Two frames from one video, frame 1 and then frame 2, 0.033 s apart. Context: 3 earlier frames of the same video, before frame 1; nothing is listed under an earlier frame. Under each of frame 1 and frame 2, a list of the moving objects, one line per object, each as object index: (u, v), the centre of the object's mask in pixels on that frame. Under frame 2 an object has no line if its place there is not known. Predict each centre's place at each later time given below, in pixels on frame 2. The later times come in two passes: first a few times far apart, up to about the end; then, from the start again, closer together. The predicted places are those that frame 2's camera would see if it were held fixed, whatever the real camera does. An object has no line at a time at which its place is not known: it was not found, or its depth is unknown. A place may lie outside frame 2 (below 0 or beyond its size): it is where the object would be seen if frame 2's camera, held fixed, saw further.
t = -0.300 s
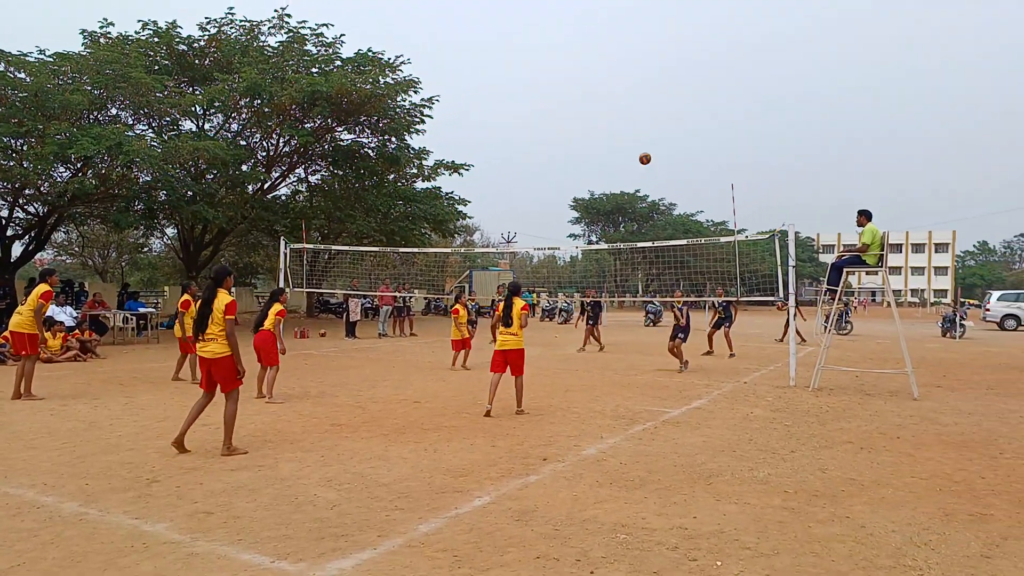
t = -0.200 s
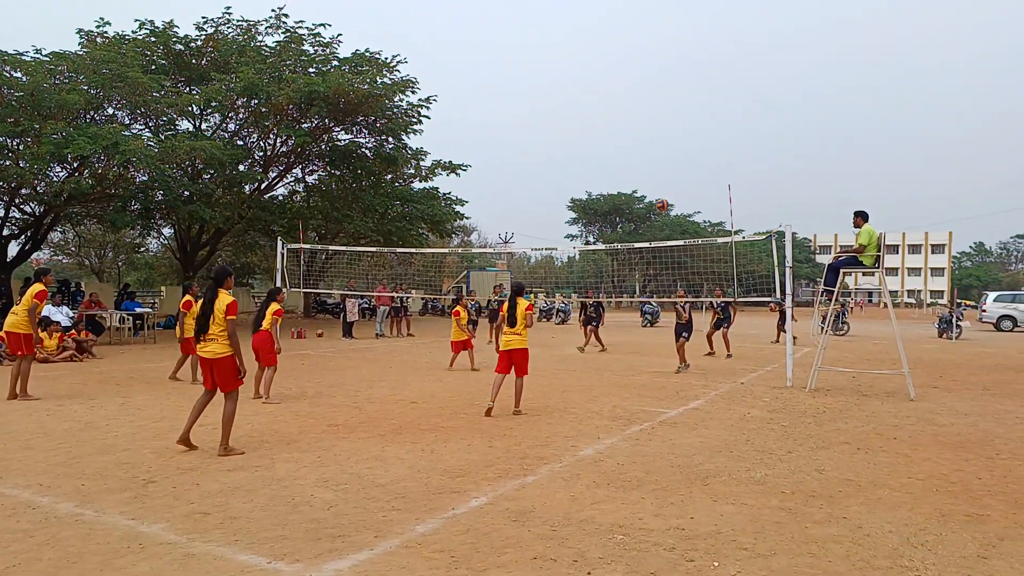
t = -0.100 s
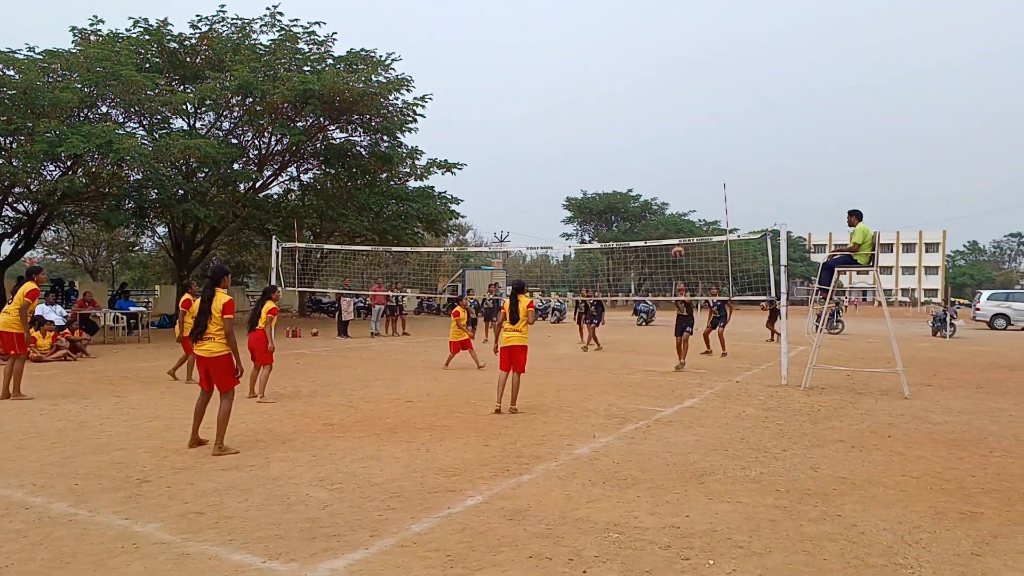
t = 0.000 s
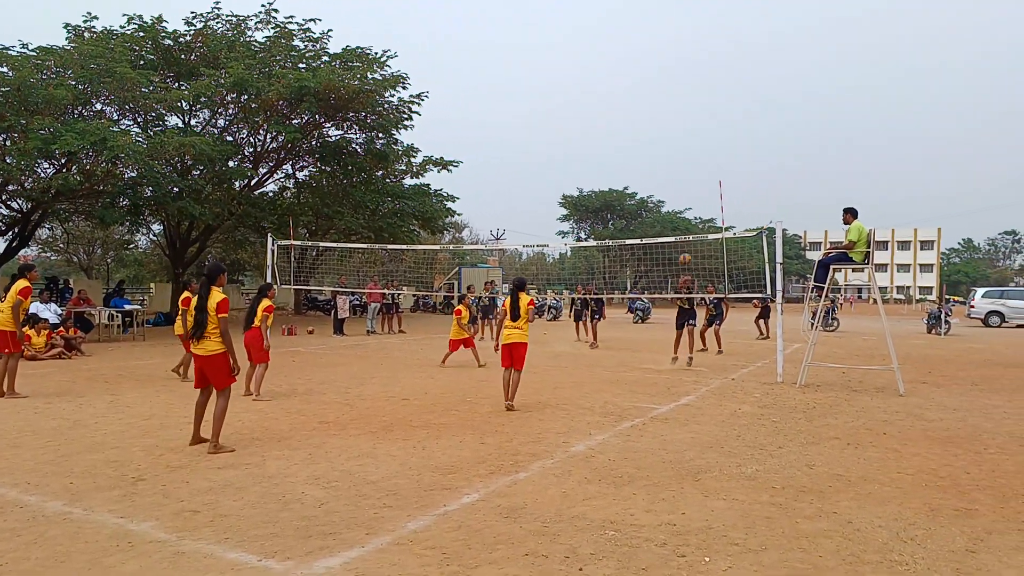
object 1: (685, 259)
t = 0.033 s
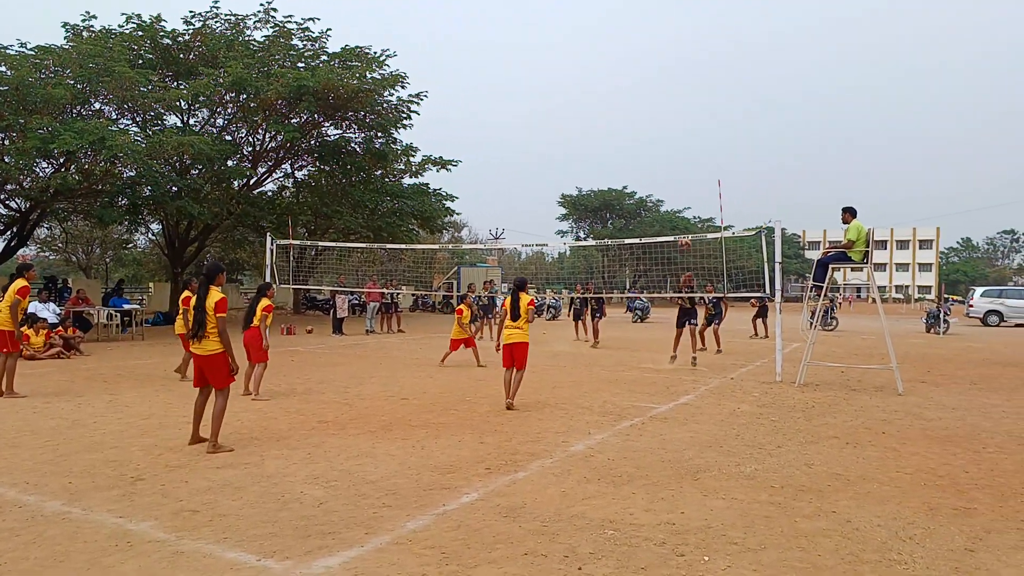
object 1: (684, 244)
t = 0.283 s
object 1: (687, 156)
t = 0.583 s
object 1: (690, 101)
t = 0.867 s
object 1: (694, 94)
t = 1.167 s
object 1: (697, 132)
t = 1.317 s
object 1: (699, 167)
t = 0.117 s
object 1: (685, 210)
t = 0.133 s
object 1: (686, 204)
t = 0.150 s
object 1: (686, 198)
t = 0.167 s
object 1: (686, 192)
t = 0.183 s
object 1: (686, 187)
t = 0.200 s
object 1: (686, 181)
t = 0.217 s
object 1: (686, 176)
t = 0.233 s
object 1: (686, 171)
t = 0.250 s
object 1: (686, 166)
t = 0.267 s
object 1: (687, 161)
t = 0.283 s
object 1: (687, 156)
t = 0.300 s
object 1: (687, 152)
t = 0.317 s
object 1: (687, 147)
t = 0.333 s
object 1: (687, 143)
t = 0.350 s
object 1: (688, 139)
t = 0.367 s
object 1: (688, 136)
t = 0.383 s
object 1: (688, 132)
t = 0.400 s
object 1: (688, 128)
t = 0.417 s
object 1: (689, 125)
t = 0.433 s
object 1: (689, 122)
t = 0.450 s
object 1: (689, 119)
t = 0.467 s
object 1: (689, 116)
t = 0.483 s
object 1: (689, 113)
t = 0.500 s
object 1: (690, 111)
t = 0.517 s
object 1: (690, 109)
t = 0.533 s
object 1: (690, 106)
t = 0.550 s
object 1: (690, 104)
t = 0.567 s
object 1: (690, 102)
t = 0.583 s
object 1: (690, 101)
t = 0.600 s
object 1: (691, 99)
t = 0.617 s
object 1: (691, 98)
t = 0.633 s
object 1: (691, 96)
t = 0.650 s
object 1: (691, 95)
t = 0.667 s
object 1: (691, 94)
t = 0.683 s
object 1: (692, 94)
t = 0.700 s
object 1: (692, 93)
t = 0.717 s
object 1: (692, 93)
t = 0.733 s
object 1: (692, 92)
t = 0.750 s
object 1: (693, 92)
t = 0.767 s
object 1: (693, 92)
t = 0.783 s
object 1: (693, 92)
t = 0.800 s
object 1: (693, 92)
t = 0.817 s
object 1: (693, 92)
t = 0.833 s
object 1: (693, 93)
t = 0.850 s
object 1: (694, 93)
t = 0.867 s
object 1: (694, 94)
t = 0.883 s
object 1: (694, 95)
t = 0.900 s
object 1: (694, 96)
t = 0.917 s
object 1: (694, 97)
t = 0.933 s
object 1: (695, 99)
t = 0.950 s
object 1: (695, 100)
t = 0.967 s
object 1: (695, 102)
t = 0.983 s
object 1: (695, 104)
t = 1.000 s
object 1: (696, 106)
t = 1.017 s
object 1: (696, 108)
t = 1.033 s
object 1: (696, 110)
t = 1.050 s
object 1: (696, 112)
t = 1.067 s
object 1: (696, 114)
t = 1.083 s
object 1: (696, 117)
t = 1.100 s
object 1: (696, 120)
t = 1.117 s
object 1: (697, 122)
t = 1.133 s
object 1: (697, 125)
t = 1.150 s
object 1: (697, 128)
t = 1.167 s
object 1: (697, 132)
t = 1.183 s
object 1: (697, 135)
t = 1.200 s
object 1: (698, 139)
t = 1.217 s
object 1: (698, 143)
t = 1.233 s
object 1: (698, 146)
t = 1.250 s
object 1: (698, 150)
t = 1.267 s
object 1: (698, 154)
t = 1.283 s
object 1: (698, 158)
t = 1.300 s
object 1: (698, 163)
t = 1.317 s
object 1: (699, 167)
